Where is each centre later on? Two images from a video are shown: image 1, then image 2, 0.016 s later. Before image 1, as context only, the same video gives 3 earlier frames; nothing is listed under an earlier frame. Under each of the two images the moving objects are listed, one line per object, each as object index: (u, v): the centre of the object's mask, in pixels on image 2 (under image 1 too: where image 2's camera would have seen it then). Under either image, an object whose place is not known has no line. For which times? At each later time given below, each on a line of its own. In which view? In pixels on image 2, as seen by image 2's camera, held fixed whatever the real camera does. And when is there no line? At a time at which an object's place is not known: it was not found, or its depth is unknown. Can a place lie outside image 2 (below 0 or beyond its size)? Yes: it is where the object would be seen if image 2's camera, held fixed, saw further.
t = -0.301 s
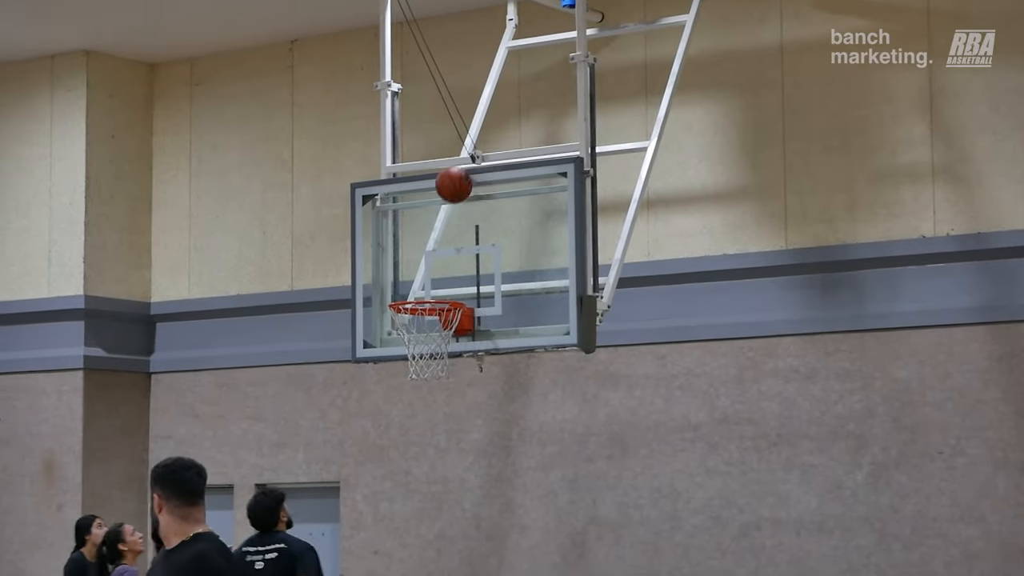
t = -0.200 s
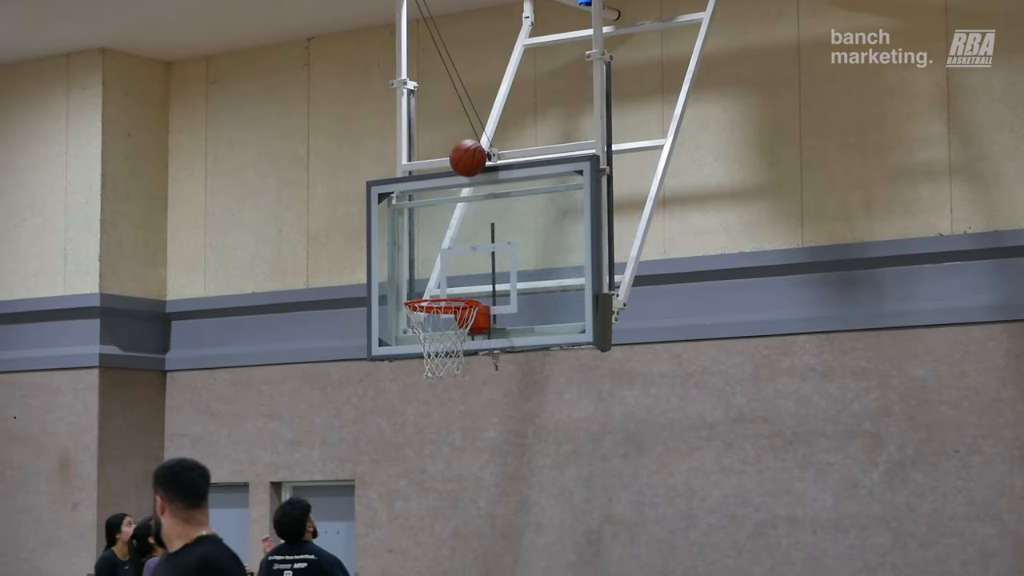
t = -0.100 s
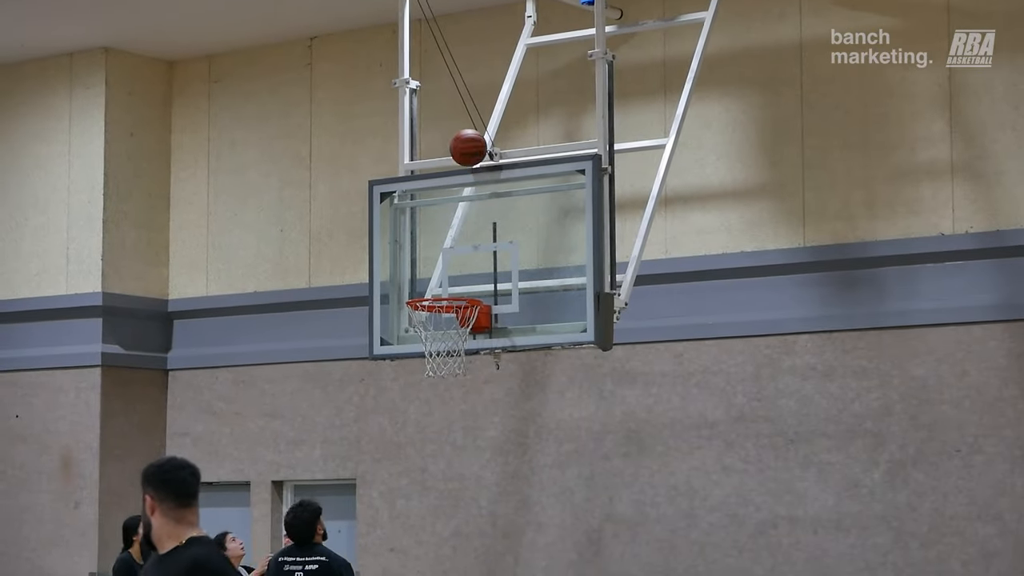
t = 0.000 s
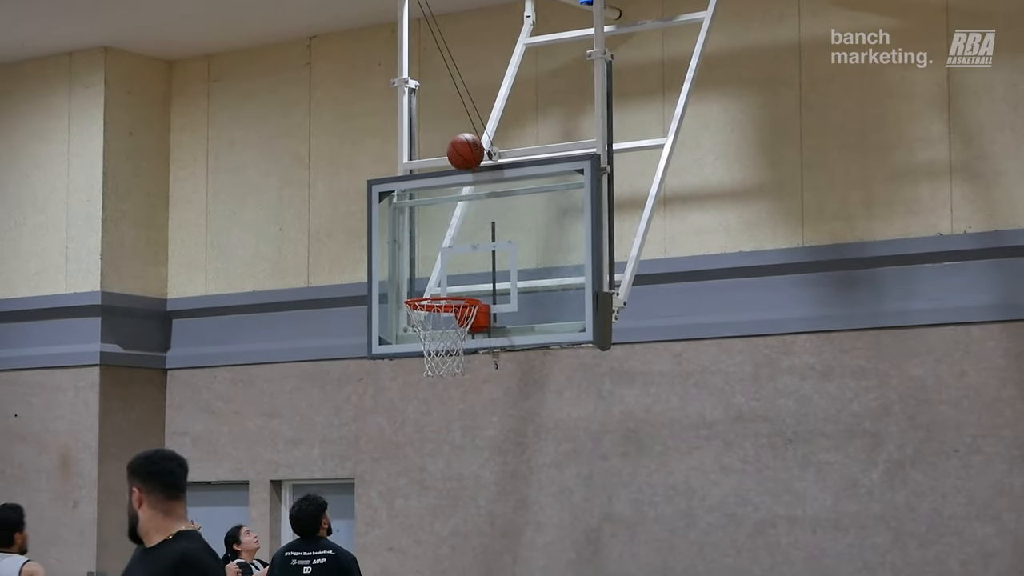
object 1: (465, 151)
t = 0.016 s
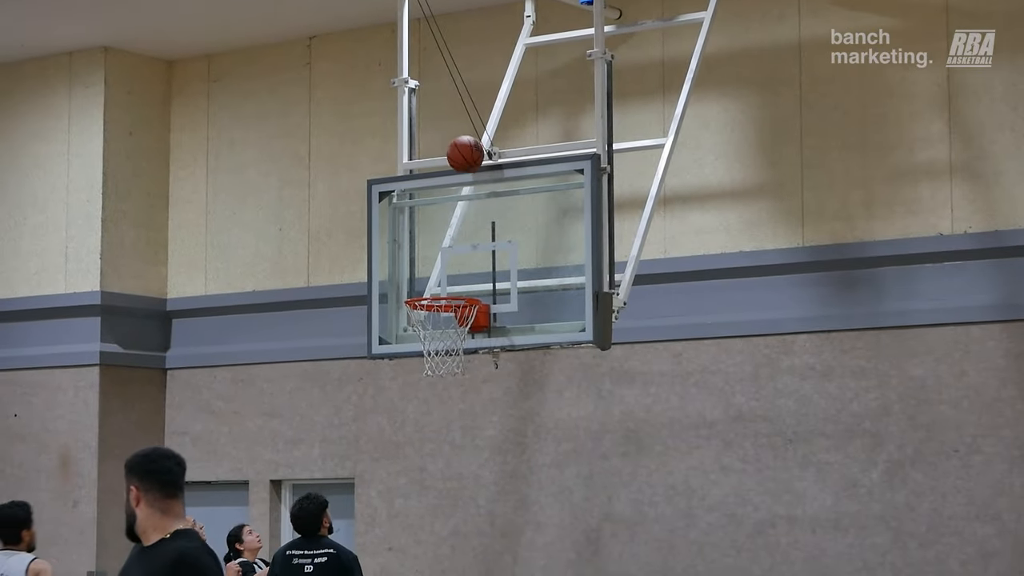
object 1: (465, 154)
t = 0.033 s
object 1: (465, 156)
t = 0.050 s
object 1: (465, 159)
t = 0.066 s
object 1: (464, 163)
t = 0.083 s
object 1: (464, 167)
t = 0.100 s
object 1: (464, 172)
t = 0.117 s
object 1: (464, 177)
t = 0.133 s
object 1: (464, 182)
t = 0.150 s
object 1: (463, 187)
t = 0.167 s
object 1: (464, 193)
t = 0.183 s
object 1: (463, 200)
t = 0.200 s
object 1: (463, 206)
